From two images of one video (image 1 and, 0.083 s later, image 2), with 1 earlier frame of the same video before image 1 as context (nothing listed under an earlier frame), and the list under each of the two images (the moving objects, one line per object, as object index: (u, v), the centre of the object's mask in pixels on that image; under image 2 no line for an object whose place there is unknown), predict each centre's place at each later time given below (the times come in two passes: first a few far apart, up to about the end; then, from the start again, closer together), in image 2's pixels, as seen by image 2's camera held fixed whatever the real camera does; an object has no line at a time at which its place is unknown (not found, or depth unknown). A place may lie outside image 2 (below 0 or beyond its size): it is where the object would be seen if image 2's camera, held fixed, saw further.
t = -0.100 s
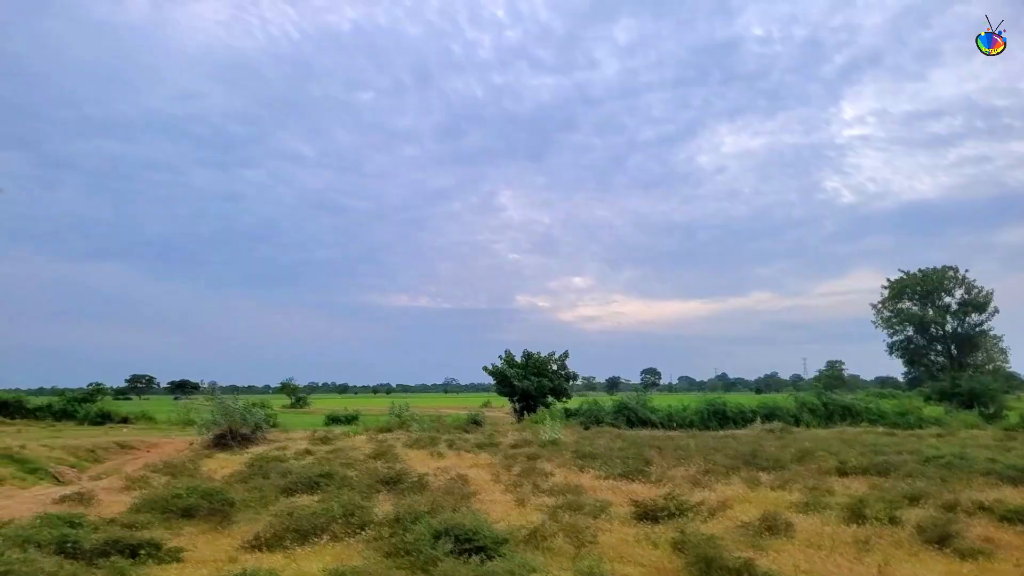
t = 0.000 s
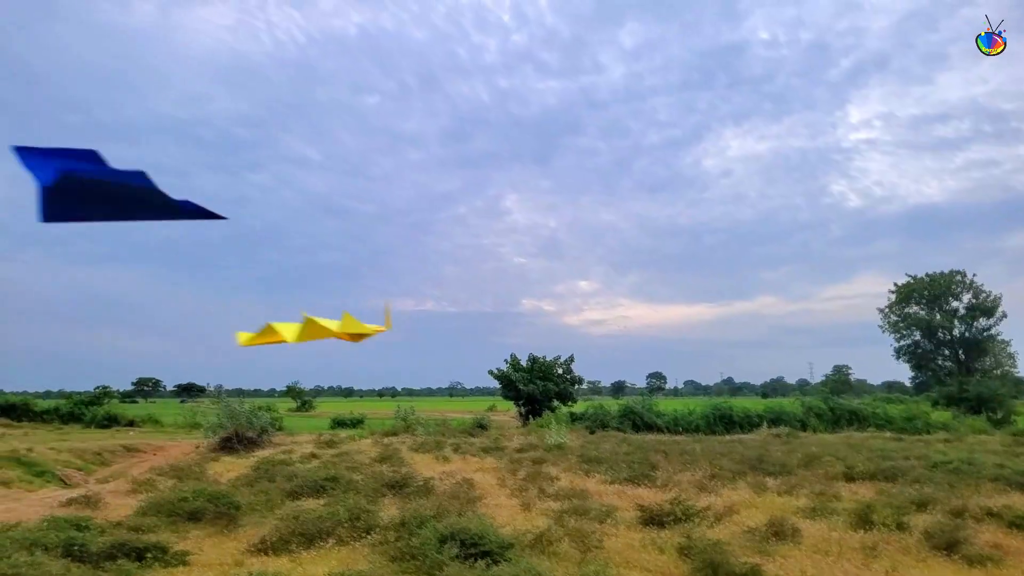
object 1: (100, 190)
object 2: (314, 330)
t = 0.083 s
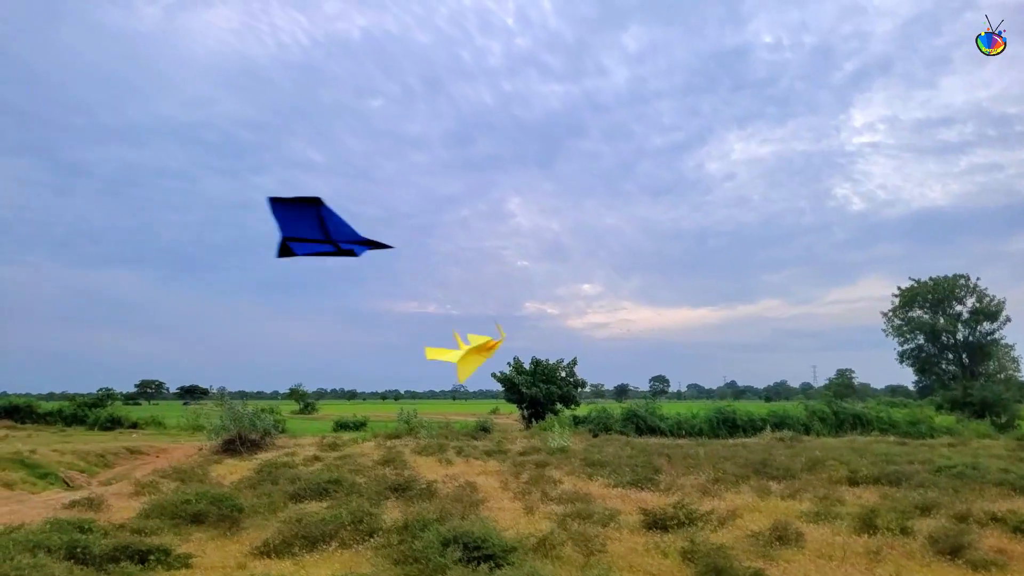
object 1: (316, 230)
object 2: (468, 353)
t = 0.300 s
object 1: (568, 253)
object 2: (578, 318)
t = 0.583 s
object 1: (764, 237)
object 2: (595, 254)
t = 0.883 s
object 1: (922, 213)
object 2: (576, 216)
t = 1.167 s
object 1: (1062, 189)
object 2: (551, 204)
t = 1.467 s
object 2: (520, 205)
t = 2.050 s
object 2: (470, 250)
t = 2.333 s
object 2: (453, 287)
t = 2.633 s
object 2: (440, 336)
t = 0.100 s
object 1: (345, 235)
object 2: (484, 353)
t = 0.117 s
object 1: (372, 239)
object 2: (498, 352)
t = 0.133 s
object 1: (396, 242)
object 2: (511, 350)
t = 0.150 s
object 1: (418, 244)
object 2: (522, 348)
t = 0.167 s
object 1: (439, 246)
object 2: (532, 345)
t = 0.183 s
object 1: (459, 248)
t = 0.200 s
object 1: (476, 249)
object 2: (548, 338)
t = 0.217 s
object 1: (493, 251)
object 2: (554, 335)
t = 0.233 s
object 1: (510, 252)
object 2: (561, 332)
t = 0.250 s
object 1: (526, 252)
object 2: (566, 328)
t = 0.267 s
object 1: (540, 252)
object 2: (570, 325)
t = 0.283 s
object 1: (554, 253)
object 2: (575, 320)
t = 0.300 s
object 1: (568, 253)
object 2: (578, 318)
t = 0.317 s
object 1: (582, 254)
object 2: (581, 314)
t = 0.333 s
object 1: (595, 254)
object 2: (584, 310)
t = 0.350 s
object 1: (608, 254)
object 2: (587, 307)
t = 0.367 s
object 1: (621, 255)
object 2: (590, 303)
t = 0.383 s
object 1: (633, 254)
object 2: (592, 299)
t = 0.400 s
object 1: (644, 253)
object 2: (594, 295)
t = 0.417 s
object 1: (656, 252)
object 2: (594, 291)
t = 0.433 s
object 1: (668, 251)
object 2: (596, 286)
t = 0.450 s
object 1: (679, 251)
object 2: (597, 283)
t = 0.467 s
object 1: (691, 249)
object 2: (597, 279)
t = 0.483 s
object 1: (701, 247)
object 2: (597, 275)
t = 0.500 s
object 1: (712, 245)
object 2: (597, 271)
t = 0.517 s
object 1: (723, 243)
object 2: (597, 267)
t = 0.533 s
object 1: (734, 242)
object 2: (597, 264)
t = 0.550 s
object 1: (744, 240)
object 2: (597, 260)
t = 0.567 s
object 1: (754, 238)
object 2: (596, 257)
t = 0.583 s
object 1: (764, 237)
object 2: (595, 254)
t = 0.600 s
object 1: (774, 235)
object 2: (594, 251)
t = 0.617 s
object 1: (783, 233)
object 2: (594, 248)
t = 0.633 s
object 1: (793, 232)
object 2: (593, 245)
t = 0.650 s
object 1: (802, 230)
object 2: (592, 242)
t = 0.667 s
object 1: (812, 229)
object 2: (591, 240)
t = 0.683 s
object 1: (821, 227)
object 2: (590, 237)
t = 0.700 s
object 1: (830, 225)
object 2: (589, 235)
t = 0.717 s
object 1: (838, 224)
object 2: (588, 232)
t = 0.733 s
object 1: (847, 223)
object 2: (587, 230)
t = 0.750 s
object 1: (856, 221)
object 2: (586, 228)
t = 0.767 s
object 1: (865, 220)
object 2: (585, 226)
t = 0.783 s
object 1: (873, 219)
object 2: (584, 224)
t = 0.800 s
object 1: (881, 218)
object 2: (582, 223)
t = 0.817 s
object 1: (890, 217)
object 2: (581, 221)
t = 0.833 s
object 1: (898, 216)
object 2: (580, 220)
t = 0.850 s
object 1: (906, 215)
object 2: (579, 218)
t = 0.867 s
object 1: (914, 214)
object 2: (578, 217)
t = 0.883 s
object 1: (922, 213)
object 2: (576, 216)
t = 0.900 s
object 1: (931, 212)
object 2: (575, 215)
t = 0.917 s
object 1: (938, 211)
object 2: (574, 213)
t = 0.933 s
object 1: (946, 210)
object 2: (572, 213)
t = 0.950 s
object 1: (954, 209)
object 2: (571, 212)
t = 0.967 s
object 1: (962, 208)
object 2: (570, 211)
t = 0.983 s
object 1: (969, 207)
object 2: (569, 210)
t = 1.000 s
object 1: (978, 206)
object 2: (567, 210)
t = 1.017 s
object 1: (990, 204)
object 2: (565, 208)
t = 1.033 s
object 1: (998, 203)
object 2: (564, 208)
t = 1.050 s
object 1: (1006, 202)
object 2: (562, 207)
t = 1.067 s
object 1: (1014, 200)
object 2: (560, 207)
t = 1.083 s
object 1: (1023, 198)
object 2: (559, 206)
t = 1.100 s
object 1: (1030, 196)
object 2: (557, 206)
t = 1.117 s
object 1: (1038, 194)
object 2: (556, 205)
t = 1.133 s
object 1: (1046, 193)
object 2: (554, 205)
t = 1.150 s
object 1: (1054, 191)
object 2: (552, 204)
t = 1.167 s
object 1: (1062, 189)
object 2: (551, 204)
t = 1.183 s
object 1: (1070, 187)
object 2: (549, 204)
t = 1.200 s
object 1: (1078, 185)
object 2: (547, 204)
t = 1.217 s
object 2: (545, 203)
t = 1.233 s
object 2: (543, 203)
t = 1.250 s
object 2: (542, 203)
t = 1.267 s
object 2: (540, 203)
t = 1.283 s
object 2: (538, 203)
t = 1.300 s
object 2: (536, 203)
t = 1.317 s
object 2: (534, 203)
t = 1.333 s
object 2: (533, 203)
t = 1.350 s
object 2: (531, 203)
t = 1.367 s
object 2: (529, 204)
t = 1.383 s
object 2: (528, 204)
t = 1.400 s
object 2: (527, 204)
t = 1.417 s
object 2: (525, 204)
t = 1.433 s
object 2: (523, 205)
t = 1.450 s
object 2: (522, 205)
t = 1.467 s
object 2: (520, 205)
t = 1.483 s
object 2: (519, 206)
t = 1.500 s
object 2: (517, 207)
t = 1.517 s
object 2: (516, 207)
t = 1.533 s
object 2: (514, 208)
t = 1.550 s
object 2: (513, 208)
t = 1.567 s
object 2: (511, 209)
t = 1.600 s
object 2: (509, 211)
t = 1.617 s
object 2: (507, 212)
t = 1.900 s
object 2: (482, 234)
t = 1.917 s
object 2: (480, 236)
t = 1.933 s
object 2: (479, 237)
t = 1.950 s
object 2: (477, 239)
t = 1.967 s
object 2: (476, 241)
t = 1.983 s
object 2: (474, 243)
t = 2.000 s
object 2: (474, 244)
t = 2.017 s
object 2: (472, 246)
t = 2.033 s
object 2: (471, 248)
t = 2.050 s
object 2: (470, 250)
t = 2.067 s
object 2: (469, 252)
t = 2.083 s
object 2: (467, 254)
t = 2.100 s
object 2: (466, 256)
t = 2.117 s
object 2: (465, 258)
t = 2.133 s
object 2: (464, 260)
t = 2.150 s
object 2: (463, 262)
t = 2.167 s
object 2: (462, 264)
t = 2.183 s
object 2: (461, 266)
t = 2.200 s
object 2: (460, 268)
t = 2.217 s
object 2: (459, 270)
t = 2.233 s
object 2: (458, 272)
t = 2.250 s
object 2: (457, 275)
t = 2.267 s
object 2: (456, 277)
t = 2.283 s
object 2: (455, 279)
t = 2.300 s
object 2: (455, 282)
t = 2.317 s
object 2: (454, 284)
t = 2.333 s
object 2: (453, 287)
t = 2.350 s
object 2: (452, 289)
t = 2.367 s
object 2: (451, 291)
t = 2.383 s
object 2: (450, 294)
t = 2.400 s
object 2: (449, 297)
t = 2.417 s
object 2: (449, 299)
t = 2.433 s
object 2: (448, 302)
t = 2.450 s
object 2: (447, 305)
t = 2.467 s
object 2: (446, 307)
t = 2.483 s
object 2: (445, 310)
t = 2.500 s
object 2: (445, 313)
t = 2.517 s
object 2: (444, 316)
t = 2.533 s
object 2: (443, 318)
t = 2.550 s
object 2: (443, 321)
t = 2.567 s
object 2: (442, 324)
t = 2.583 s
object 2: (442, 327)
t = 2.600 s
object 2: (441, 330)
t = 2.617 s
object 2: (440, 333)
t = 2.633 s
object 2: (440, 336)
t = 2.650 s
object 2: (439, 338)
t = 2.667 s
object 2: (439, 341)
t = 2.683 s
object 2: (438, 344)
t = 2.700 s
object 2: (438, 348)
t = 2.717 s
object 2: (437, 350)
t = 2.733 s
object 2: (437, 353)
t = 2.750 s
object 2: (436, 356)
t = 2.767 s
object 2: (436, 359)
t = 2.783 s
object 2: (435, 362)
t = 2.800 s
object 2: (435, 365)
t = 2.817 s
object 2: (436, 368)
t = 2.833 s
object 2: (435, 371)
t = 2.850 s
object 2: (435, 374)
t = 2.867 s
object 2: (436, 377)
